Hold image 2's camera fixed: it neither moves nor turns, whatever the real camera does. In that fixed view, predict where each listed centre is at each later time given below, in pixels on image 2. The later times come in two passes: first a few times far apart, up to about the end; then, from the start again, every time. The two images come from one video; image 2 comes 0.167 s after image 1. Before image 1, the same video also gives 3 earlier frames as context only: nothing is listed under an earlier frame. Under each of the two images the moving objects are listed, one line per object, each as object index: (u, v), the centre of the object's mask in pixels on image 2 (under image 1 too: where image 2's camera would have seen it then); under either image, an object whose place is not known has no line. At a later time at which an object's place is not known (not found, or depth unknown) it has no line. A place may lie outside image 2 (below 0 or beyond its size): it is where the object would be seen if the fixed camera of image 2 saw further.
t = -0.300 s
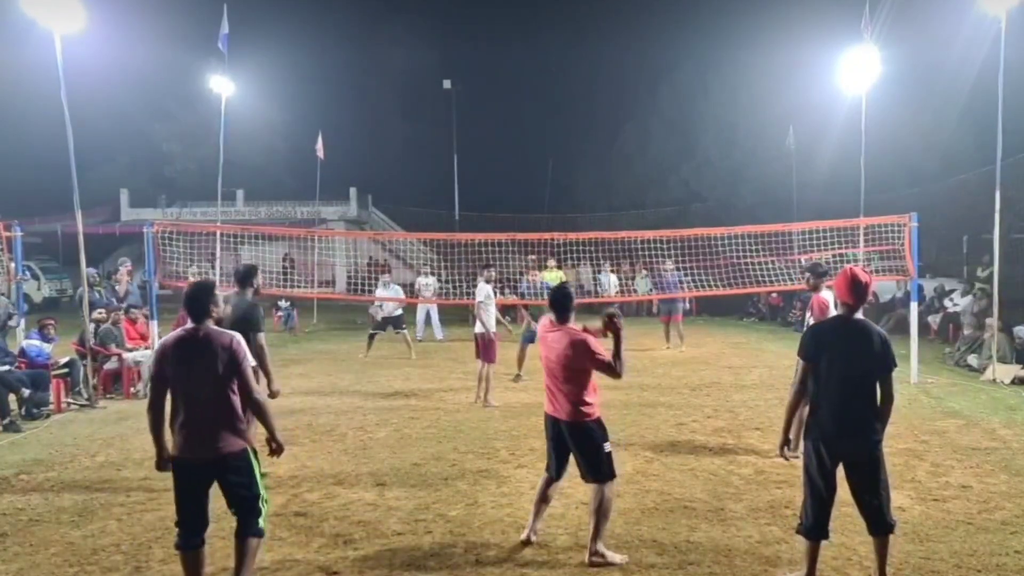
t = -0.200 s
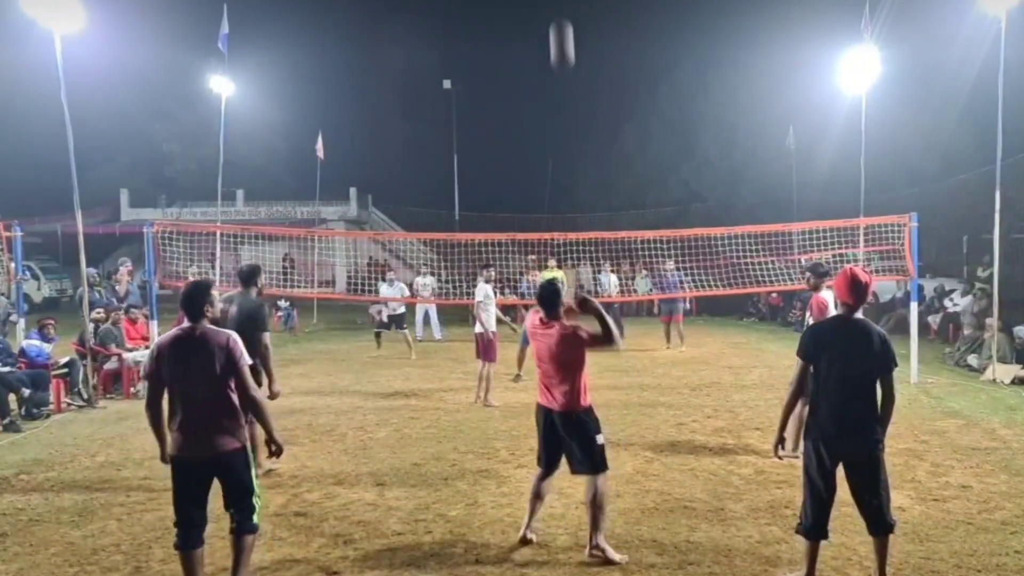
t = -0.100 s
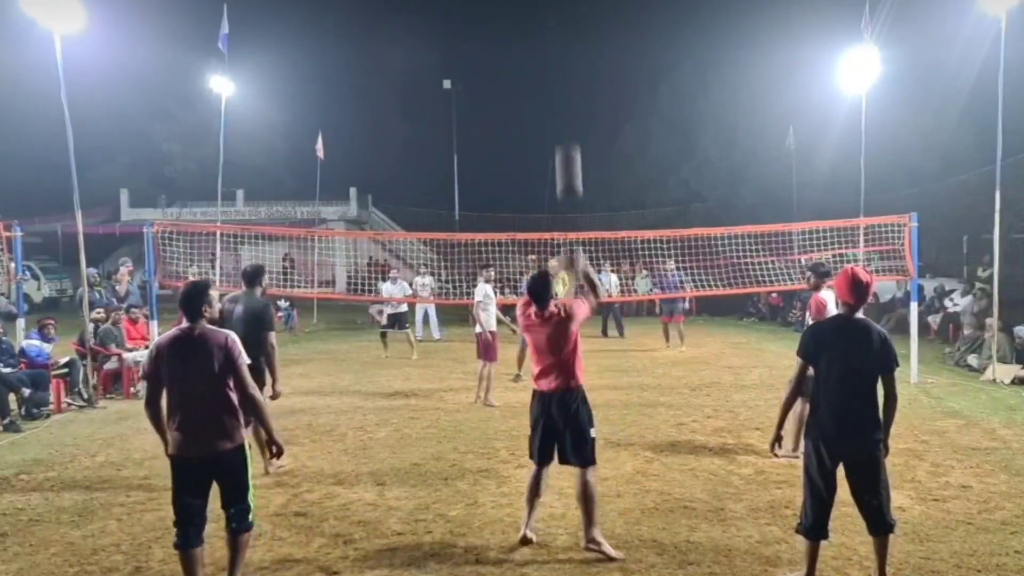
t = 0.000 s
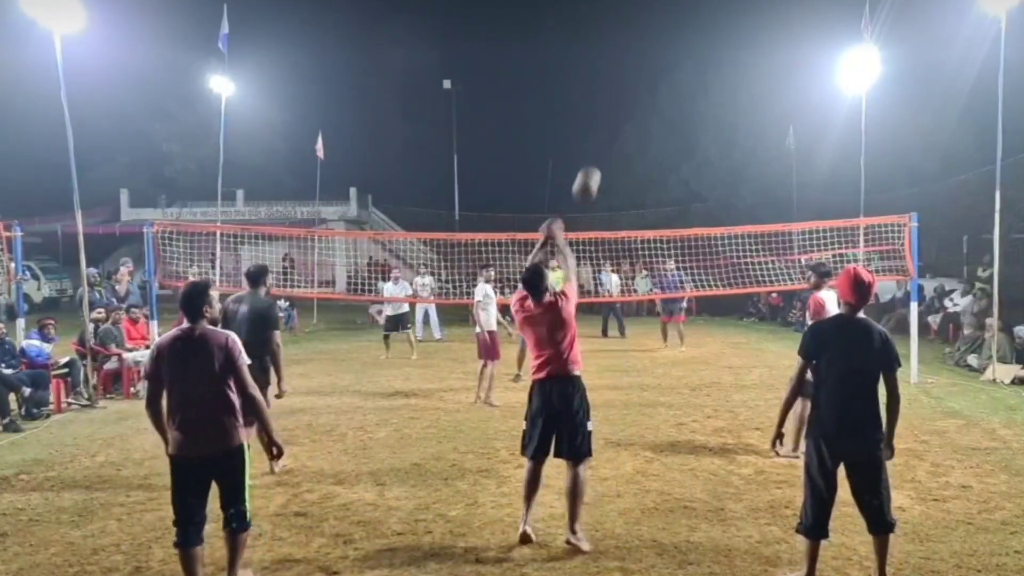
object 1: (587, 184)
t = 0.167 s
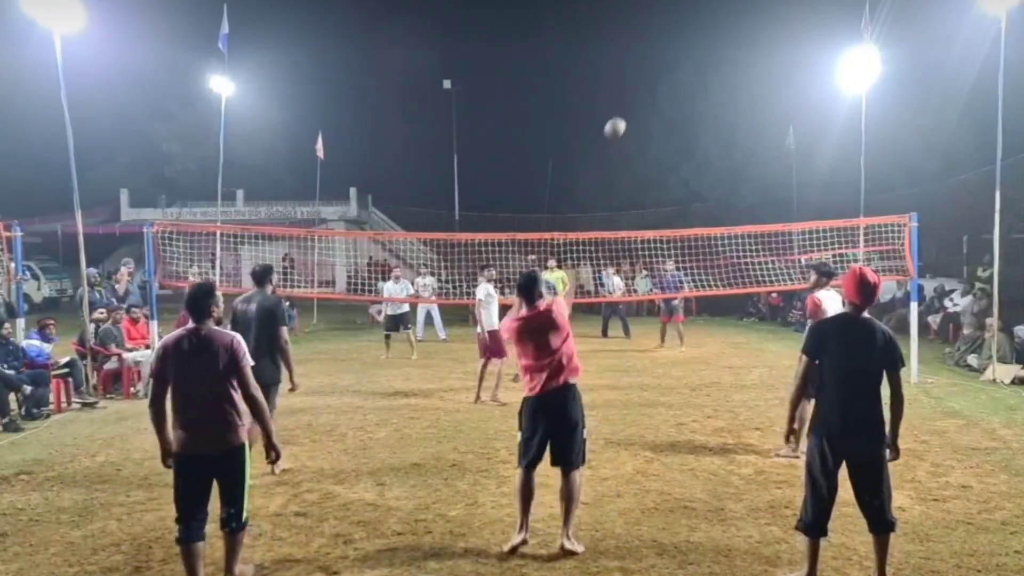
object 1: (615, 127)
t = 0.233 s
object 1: (624, 120)
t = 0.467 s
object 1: (646, 132)
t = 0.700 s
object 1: (662, 176)
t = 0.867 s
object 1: (671, 219)
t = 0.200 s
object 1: (620, 123)
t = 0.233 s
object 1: (624, 120)
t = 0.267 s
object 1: (627, 119)
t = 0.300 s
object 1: (631, 119)
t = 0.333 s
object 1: (635, 119)
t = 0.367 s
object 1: (638, 121)
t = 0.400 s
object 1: (641, 124)
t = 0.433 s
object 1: (644, 127)
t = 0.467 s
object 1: (646, 132)
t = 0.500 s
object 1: (649, 137)
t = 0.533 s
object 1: (651, 142)
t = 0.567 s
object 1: (654, 148)
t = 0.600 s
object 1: (656, 154)
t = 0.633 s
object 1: (658, 161)
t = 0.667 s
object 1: (660, 168)
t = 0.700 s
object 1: (662, 176)
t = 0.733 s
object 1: (664, 184)
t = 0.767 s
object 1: (665, 192)
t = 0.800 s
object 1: (667, 201)
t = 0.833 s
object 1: (669, 209)
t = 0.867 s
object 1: (671, 219)
